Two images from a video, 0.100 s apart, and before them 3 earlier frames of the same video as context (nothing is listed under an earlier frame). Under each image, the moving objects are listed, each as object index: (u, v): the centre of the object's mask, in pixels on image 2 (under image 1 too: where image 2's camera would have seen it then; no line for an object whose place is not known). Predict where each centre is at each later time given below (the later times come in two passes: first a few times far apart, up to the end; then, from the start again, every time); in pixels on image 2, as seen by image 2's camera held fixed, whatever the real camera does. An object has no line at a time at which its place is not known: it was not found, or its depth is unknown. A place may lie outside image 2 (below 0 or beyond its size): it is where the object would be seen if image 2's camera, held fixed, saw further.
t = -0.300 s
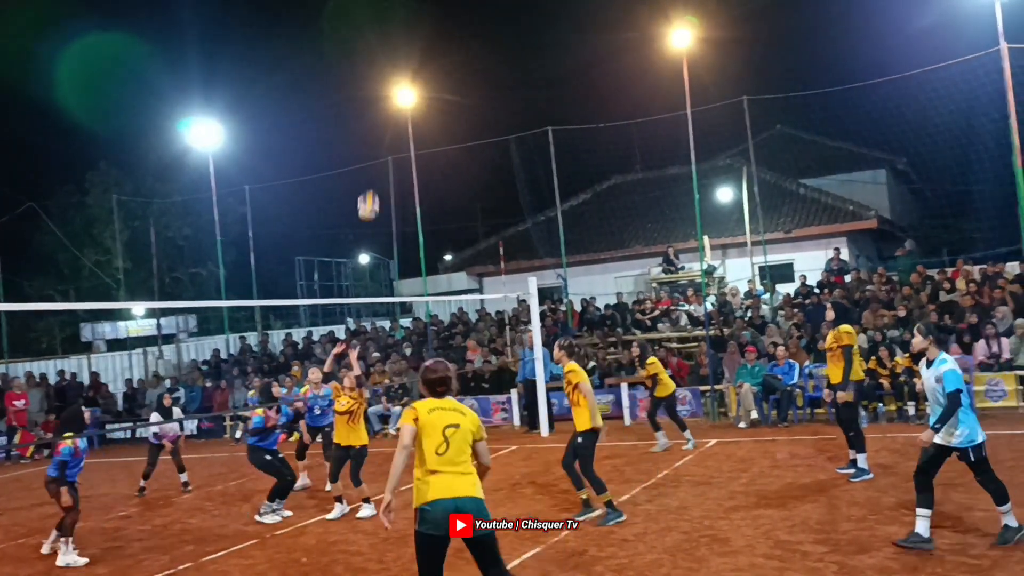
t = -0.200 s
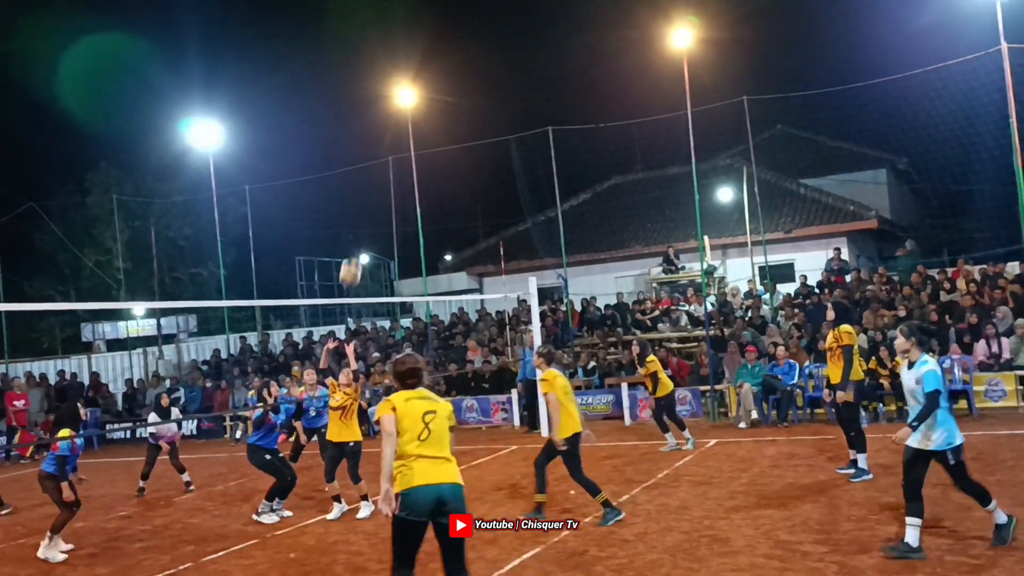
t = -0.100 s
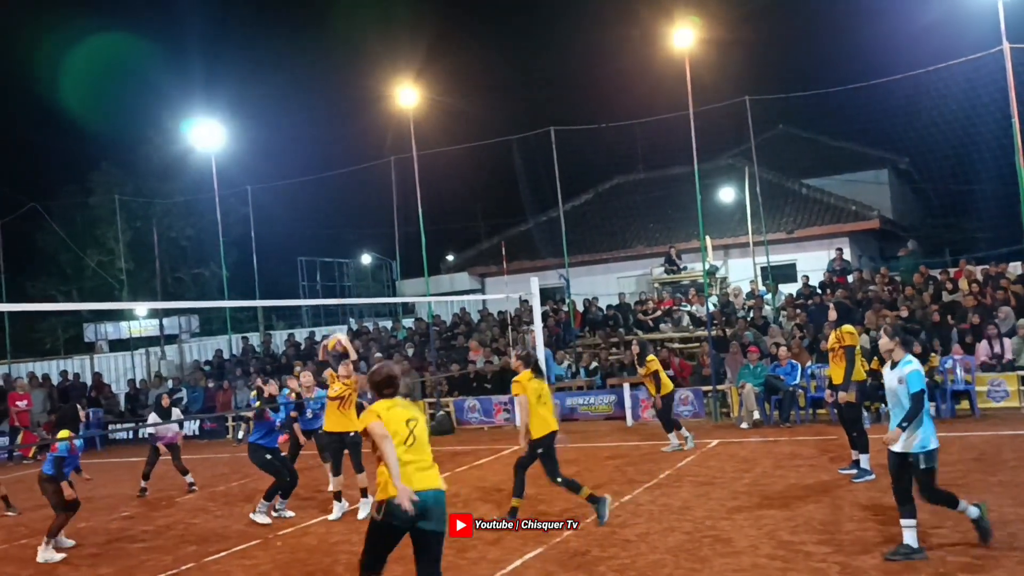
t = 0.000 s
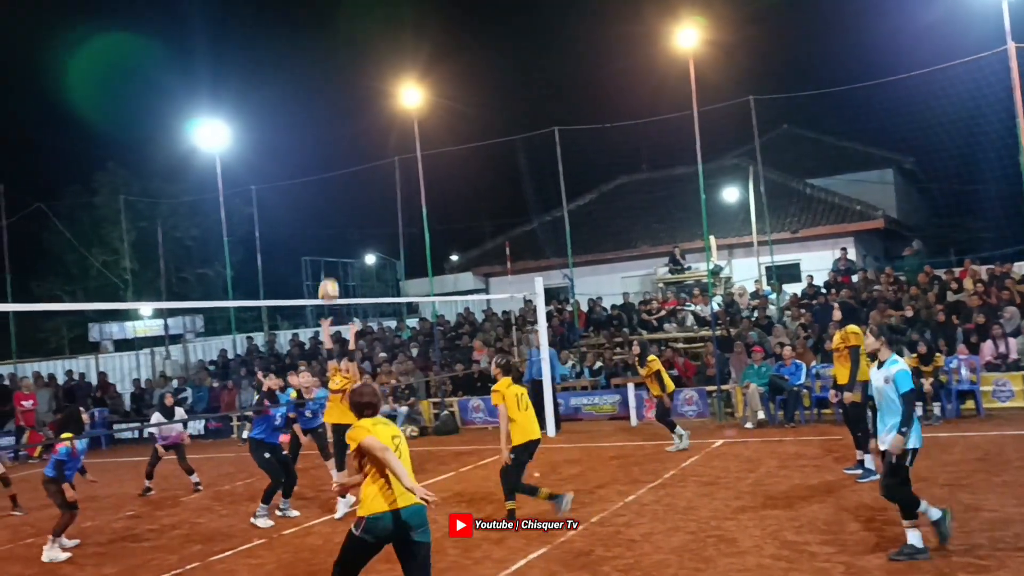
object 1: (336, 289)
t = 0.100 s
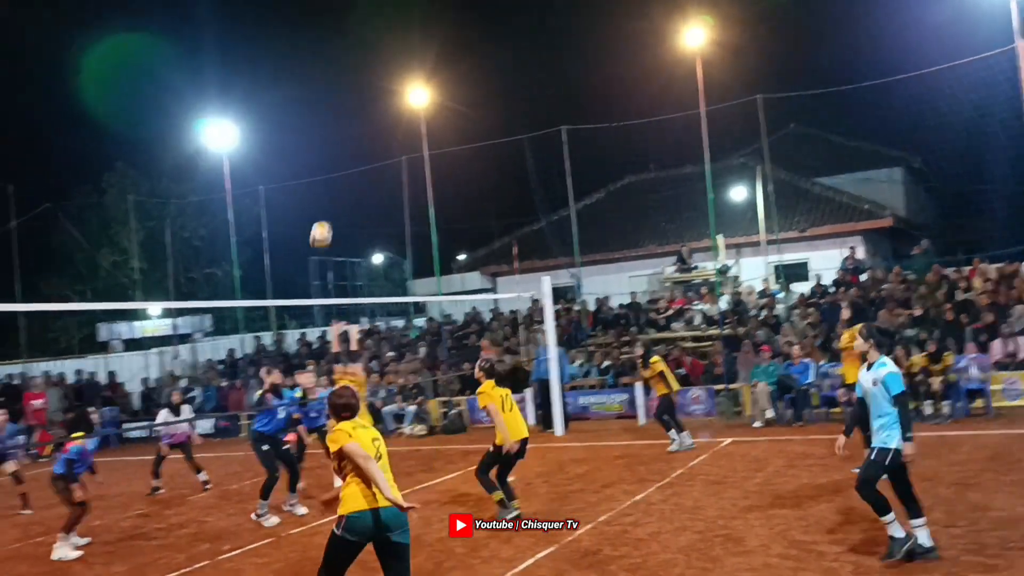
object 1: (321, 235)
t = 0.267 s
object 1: (296, 159)
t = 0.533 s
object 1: (261, 92)
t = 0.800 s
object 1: (226, 93)
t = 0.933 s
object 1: (207, 121)
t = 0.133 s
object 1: (315, 217)
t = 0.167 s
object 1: (311, 201)
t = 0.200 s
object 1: (306, 187)
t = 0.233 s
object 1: (301, 173)
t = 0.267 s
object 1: (296, 159)
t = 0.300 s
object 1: (293, 149)
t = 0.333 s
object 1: (288, 138)
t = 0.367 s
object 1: (283, 127)
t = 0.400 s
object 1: (279, 118)
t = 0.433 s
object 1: (274, 110)
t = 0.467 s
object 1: (270, 103)
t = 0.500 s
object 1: (265, 97)
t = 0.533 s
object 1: (261, 92)
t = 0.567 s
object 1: (256, 88)
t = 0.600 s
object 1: (252, 85)
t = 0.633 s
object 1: (247, 83)
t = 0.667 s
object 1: (243, 83)
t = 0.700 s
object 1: (239, 83)
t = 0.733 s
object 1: (234, 85)
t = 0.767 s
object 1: (230, 88)
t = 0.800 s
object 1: (226, 93)
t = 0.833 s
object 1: (222, 97)
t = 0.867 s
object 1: (217, 104)
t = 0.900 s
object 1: (212, 111)
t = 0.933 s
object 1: (207, 121)
